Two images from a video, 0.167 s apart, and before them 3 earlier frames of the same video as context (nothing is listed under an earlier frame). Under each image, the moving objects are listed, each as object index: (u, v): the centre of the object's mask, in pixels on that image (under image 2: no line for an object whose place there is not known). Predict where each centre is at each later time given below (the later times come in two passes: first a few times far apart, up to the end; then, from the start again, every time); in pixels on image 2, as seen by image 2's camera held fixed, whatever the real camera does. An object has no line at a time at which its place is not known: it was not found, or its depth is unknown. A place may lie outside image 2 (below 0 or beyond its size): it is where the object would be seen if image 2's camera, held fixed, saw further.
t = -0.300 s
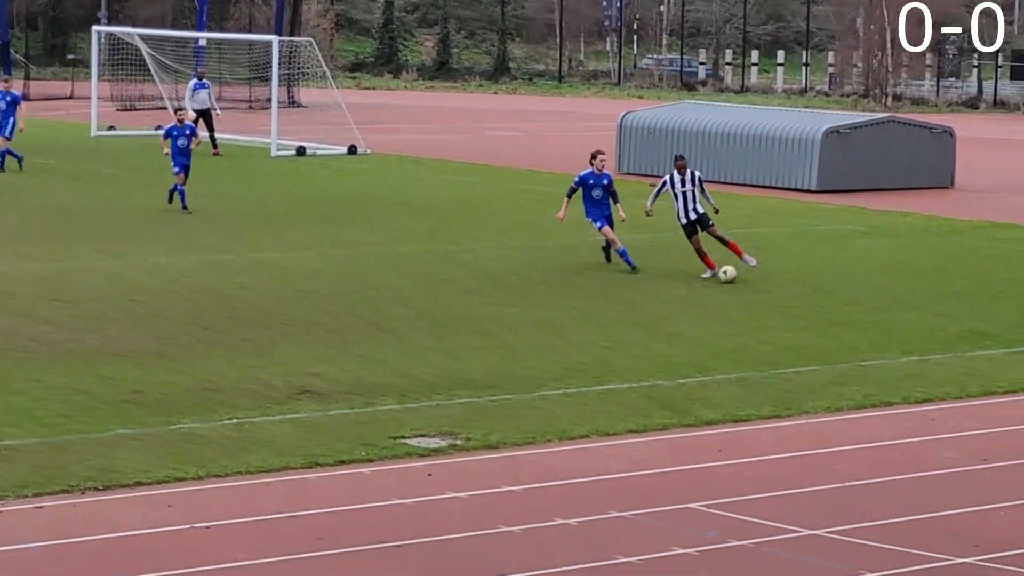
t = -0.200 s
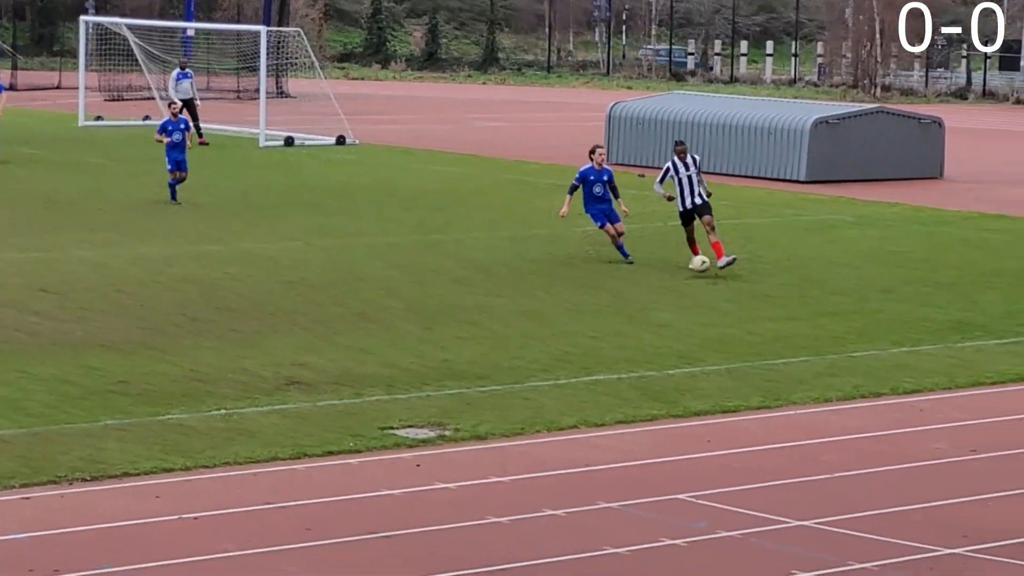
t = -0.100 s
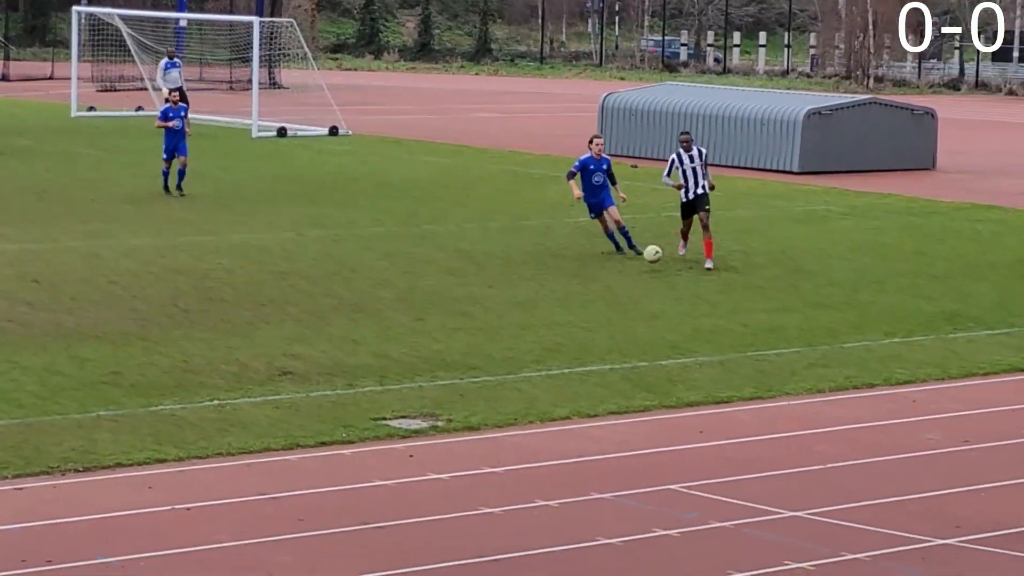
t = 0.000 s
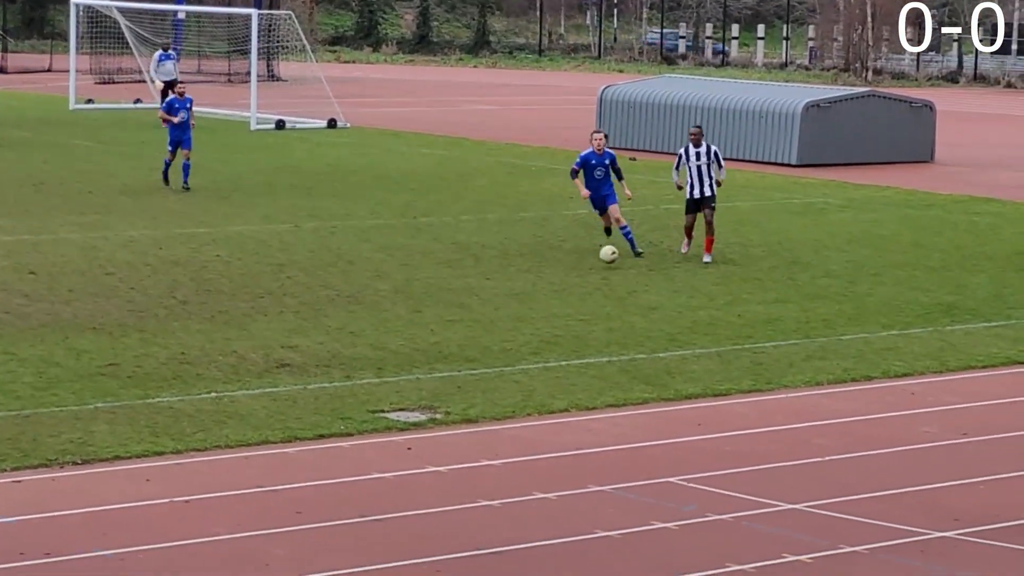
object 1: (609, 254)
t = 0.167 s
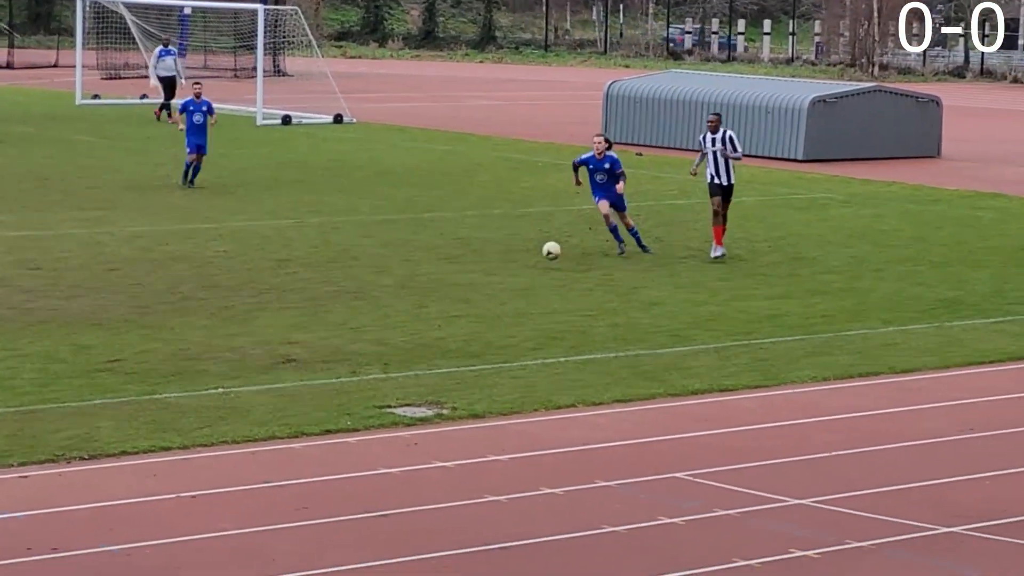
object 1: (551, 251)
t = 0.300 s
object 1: (503, 255)
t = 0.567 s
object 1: (403, 260)
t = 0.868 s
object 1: (282, 277)
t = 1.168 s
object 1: (152, 296)
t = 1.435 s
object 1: (30, 307)
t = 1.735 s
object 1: (-118, 320)
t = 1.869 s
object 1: (-185, 325)
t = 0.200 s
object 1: (540, 250)
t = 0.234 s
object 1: (527, 251)
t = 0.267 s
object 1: (515, 253)
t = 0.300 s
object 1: (503, 255)
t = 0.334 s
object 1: (491, 258)
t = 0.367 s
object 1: (479, 263)
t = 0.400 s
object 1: (466, 269)
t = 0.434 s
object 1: (454, 268)
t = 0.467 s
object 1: (441, 264)
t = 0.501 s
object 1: (429, 262)
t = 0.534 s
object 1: (416, 261)
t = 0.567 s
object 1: (403, 260)
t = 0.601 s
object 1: (390, 261)
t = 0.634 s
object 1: (376, 263)
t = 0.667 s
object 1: (364, 266)
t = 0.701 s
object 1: (350, 269)
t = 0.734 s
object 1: (337, 275)
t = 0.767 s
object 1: (323, 281)
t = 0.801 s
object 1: (309, 283)
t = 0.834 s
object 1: (296, 279)
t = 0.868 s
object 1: (282, 277)
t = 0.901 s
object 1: (269, 276)
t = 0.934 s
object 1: (254, 276)
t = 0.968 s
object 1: (240, 277)
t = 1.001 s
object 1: (226, 280)
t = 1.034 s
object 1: (211, 283)
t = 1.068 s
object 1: (196, 288)
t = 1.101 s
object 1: (182, 294)
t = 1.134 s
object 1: (167, 298)
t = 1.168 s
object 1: (152, 296)
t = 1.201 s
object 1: (136, 294)
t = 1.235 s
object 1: (122, 294)
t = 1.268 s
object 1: (107, 295)
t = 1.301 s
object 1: (92, 297)
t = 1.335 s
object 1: (76, 300)
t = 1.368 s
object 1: (61, 305)
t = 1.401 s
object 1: (45, 309)
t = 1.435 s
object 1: (30, 307)
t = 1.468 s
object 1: (14, 307)
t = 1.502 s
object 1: (-2, 306)
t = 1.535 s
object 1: (-18, 307)
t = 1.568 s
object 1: (-35, 310)
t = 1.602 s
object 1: (-51, 314)
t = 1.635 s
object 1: (-68, 318)
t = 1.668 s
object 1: (-84, 318)
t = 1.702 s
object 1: (-101, 318)
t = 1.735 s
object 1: (-118, 320)
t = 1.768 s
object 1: (-135, 322)
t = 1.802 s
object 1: (-151, 325)
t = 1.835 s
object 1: (-169, 325)
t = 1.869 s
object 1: (-185, 325)
